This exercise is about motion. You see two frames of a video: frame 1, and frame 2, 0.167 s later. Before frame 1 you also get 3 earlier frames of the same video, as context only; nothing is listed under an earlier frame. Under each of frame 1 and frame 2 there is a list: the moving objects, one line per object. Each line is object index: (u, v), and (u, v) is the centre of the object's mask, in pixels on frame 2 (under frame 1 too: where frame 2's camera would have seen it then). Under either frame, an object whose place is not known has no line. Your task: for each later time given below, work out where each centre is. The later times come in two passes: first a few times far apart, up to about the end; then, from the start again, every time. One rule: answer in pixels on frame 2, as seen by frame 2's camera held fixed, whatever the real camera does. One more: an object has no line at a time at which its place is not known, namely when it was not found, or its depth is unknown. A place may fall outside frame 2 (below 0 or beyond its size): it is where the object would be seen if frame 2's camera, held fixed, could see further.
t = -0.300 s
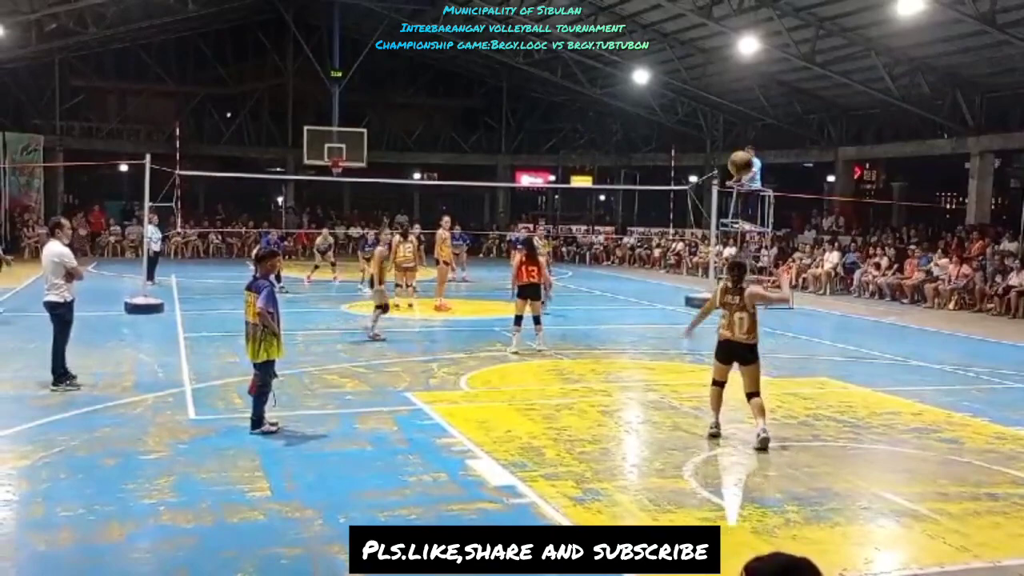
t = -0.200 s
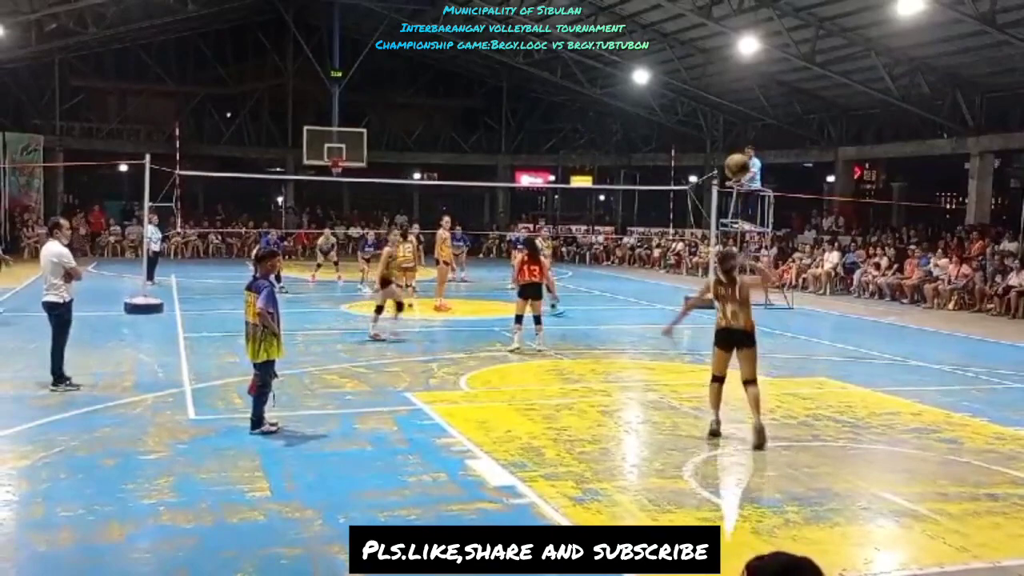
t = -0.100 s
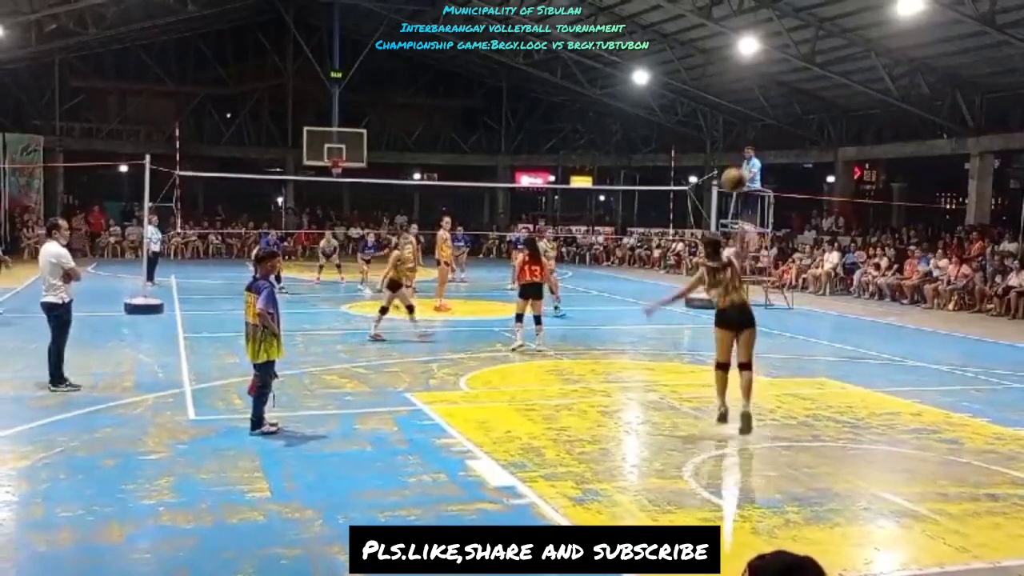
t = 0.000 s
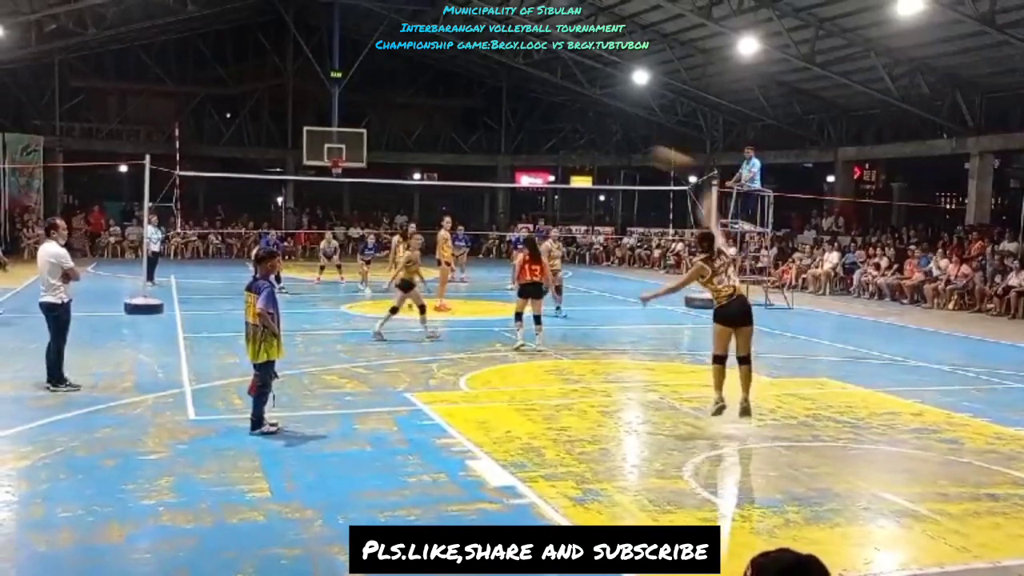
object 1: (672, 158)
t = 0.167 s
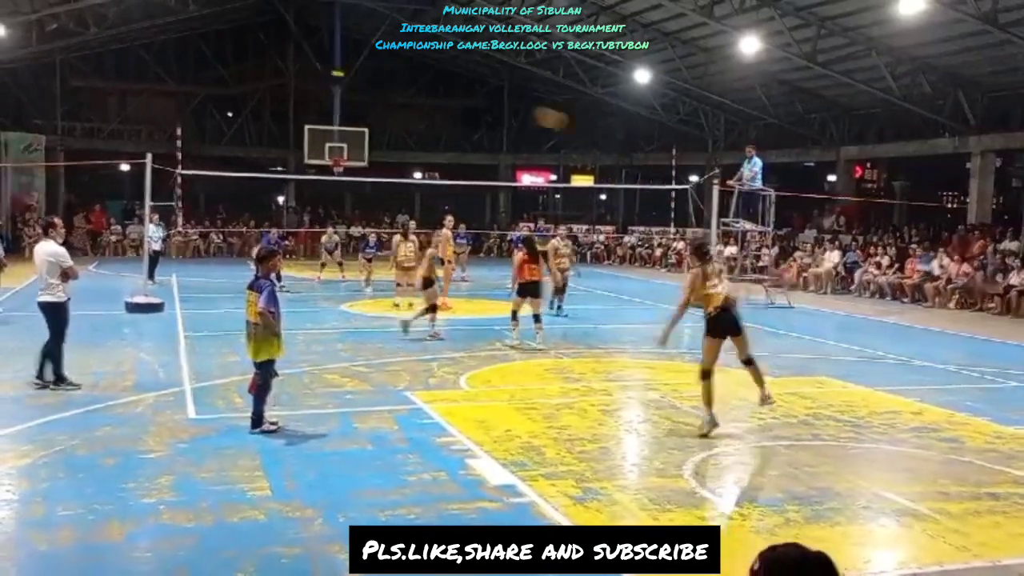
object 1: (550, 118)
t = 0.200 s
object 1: (530, 114)
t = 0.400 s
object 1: (436, 109)
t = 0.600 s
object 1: (374, 130)
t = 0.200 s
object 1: (530, 114)
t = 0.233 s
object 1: (511, 111)
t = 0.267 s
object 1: (495, 110)
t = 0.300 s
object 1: (478, 108)
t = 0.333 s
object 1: (464, 108)
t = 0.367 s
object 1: (450, 108)
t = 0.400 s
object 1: (436, 109)
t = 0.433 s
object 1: (424, 111)
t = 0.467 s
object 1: (413, 114)
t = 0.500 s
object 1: (402, 117)
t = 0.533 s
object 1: (391, 122)
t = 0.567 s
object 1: (381, 126)
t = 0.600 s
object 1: (374, 130)
